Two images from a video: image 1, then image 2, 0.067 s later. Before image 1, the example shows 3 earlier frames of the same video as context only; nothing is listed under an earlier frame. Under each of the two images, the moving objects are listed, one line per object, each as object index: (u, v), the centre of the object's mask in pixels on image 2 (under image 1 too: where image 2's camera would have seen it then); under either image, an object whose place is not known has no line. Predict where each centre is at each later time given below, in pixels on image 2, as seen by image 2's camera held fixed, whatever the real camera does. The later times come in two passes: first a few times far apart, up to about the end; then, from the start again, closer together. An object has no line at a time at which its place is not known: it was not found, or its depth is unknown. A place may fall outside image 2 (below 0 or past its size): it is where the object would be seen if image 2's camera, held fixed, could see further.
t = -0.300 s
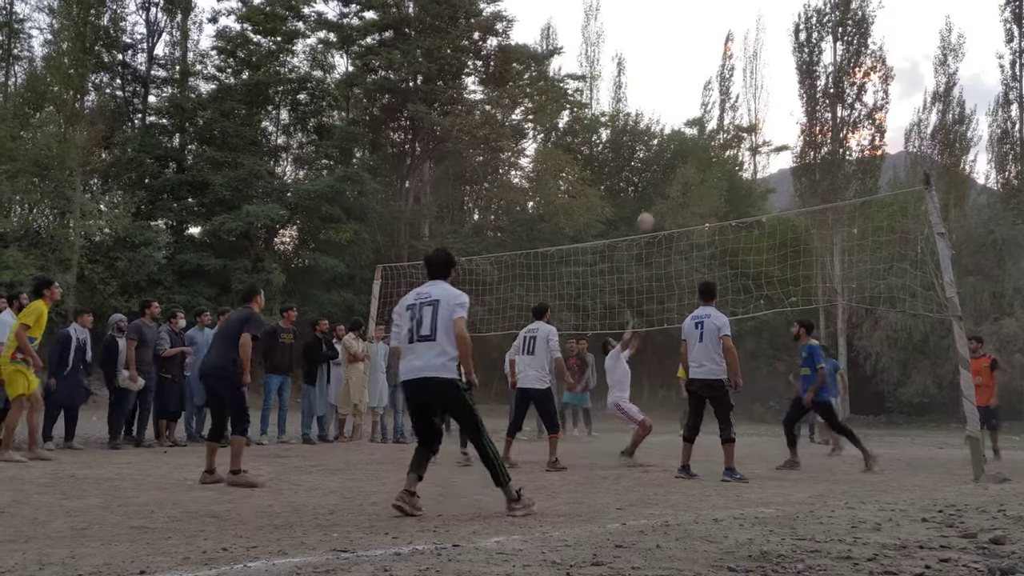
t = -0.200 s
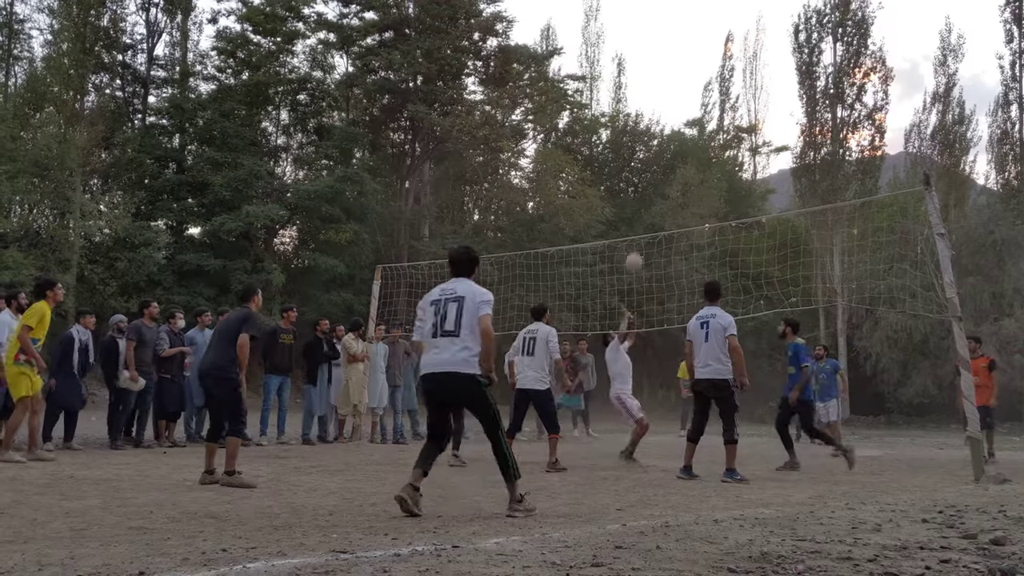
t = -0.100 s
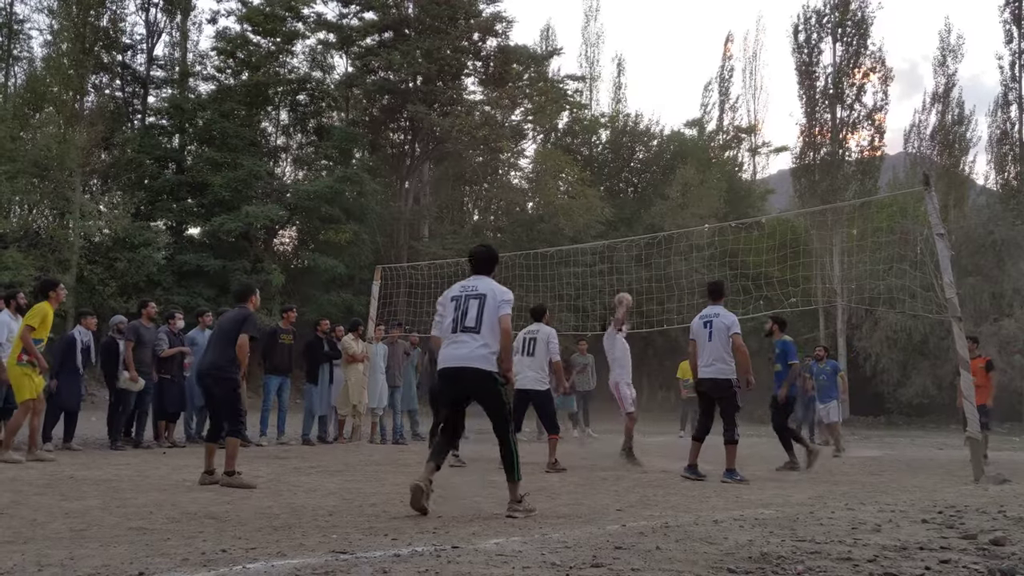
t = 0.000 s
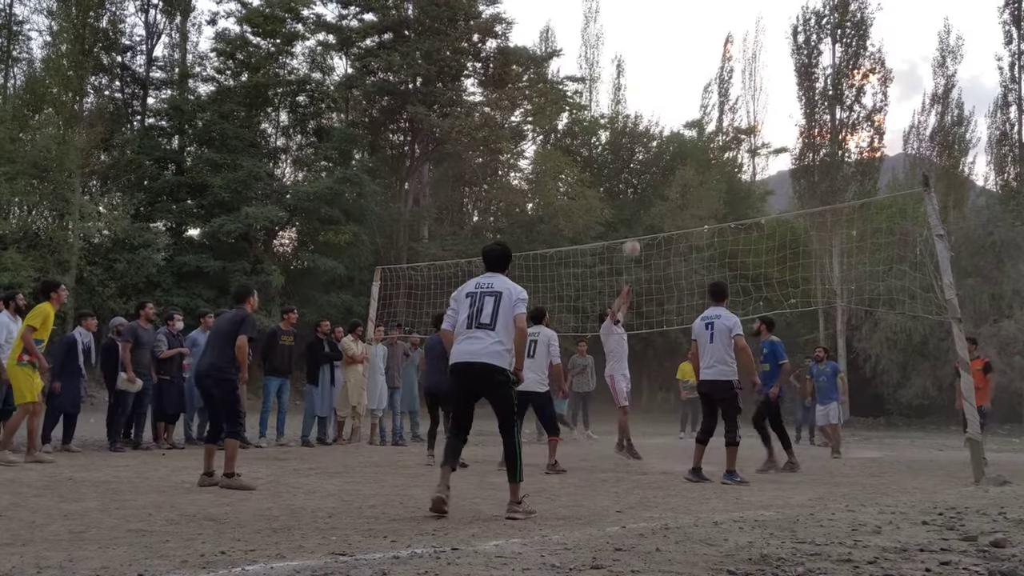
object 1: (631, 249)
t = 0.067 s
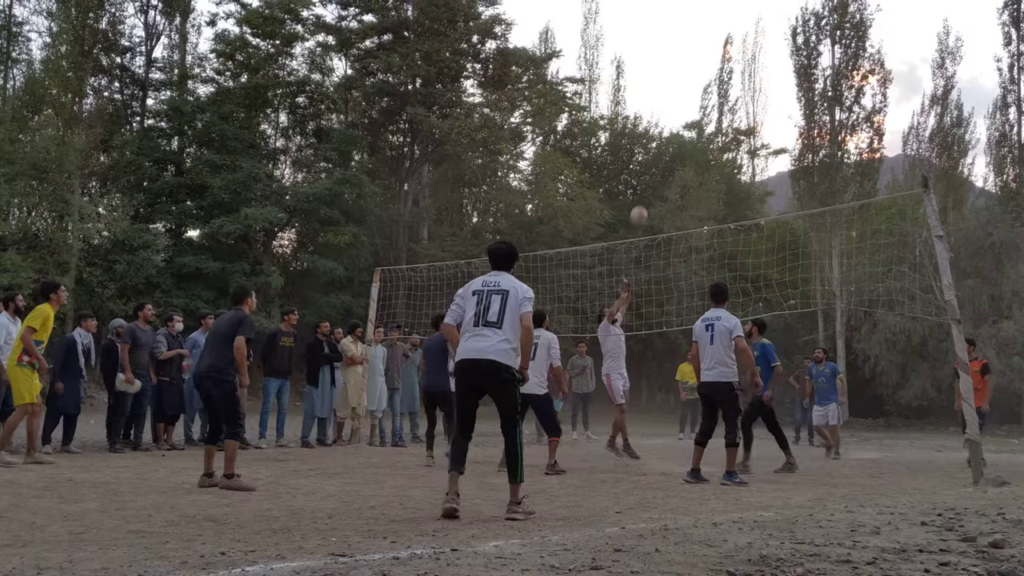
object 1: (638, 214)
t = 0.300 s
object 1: (666, 121)
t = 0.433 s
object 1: (683, 85)
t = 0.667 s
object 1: (714, 56)
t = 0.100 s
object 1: (643, 199)
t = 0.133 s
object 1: (647, 184)
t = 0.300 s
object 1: (666, 121)
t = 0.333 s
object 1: (670, 111)
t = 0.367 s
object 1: (674, 101)
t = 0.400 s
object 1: (679, 93)
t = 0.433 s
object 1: (683, 85)
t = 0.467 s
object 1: (687, 78)
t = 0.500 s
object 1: (691, 72)
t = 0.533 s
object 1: (696, 67)
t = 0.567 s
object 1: (700, 63)
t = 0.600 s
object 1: (705, 60)
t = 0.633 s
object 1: (709, 58)
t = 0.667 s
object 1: (714, 56)
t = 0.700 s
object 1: (719, 56)
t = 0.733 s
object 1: (723, 57)
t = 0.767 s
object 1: (728, 58)
